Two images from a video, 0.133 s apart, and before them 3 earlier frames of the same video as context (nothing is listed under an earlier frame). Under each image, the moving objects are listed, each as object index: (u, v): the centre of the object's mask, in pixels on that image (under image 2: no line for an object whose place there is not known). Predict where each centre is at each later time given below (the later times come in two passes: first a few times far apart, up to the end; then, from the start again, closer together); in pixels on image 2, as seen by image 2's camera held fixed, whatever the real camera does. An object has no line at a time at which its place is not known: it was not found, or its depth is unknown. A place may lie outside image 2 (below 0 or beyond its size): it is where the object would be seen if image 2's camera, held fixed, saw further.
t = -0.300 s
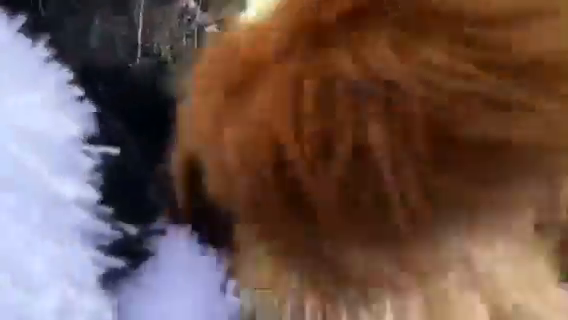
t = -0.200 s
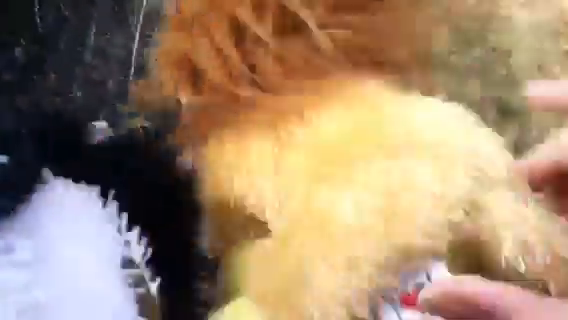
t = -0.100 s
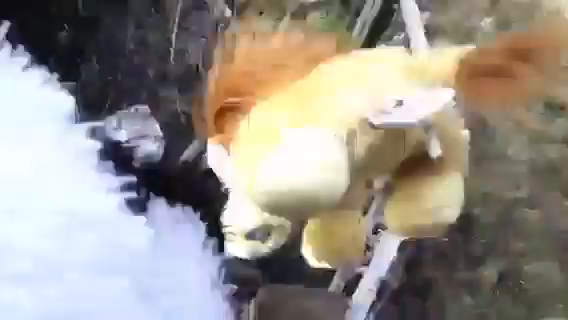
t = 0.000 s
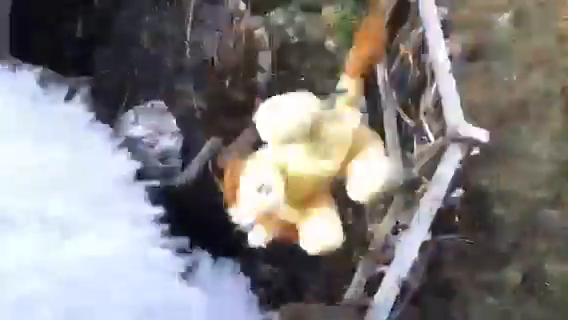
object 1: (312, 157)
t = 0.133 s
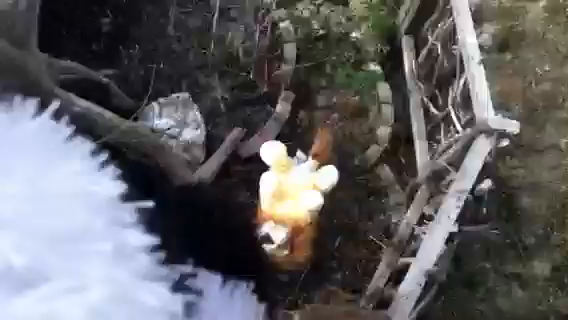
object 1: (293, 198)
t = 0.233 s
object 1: (282, 228)
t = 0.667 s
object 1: (260, 204)
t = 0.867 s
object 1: (262, 207)
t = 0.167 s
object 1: (288, 207)
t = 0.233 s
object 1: (282, 228)
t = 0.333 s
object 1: (273, 226)
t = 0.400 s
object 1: (272, 223)
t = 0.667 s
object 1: (260, 204)
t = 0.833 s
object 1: (262, 206)
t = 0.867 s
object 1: (262, 207)
